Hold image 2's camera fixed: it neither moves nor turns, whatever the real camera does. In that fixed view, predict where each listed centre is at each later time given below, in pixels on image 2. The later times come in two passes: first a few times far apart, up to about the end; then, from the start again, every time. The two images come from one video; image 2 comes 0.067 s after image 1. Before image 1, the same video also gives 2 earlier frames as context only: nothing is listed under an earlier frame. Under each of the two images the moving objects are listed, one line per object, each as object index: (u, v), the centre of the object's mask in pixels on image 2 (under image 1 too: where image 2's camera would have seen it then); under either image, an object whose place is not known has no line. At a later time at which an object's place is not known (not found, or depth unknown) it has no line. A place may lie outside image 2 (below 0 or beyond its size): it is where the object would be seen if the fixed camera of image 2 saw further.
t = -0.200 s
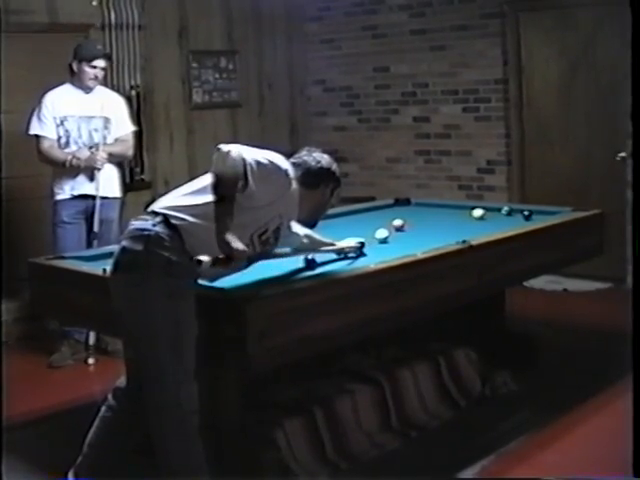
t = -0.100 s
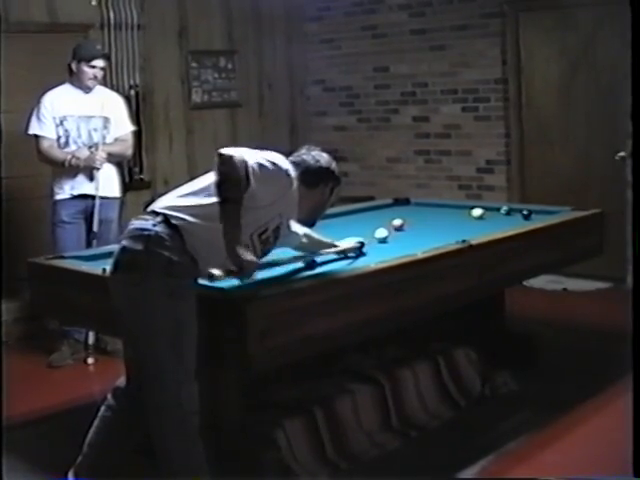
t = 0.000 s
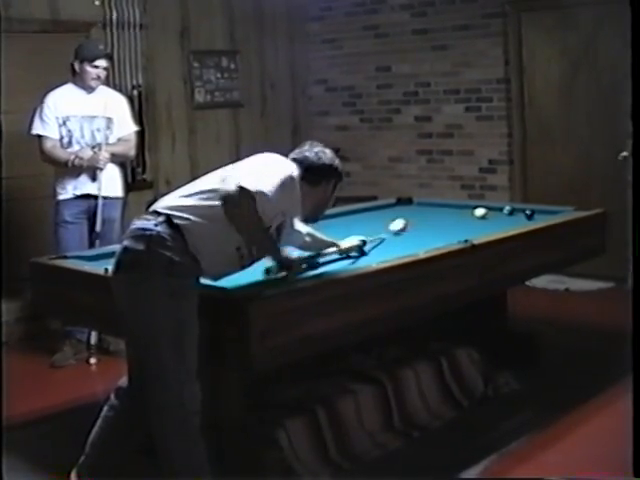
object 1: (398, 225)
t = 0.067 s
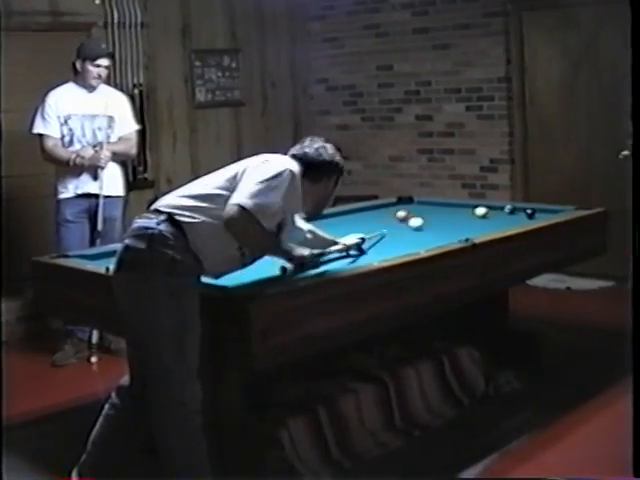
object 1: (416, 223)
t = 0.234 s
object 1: (455, 222)
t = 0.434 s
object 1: (490, 221)
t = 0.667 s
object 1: (512, 220)
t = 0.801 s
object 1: (510, 218)
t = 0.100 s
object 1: (425, 223)
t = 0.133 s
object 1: (433, 223)
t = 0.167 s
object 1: (441, 223)
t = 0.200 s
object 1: (449, 222)
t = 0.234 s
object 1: (455, 222)
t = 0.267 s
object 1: (462, 221)
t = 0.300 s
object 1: (469, 221)
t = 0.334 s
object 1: (474, 222)
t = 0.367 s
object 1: (479, 222)
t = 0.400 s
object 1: (486, 222)
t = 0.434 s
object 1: (490, 221)
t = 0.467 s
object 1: (495, 221)
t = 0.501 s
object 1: (501, 221)
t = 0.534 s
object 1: (507, 221)
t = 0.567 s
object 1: (511, 221)
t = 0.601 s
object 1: (514, 221)
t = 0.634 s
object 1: (513, 220)
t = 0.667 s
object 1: (512, 220)
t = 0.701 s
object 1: (511, 219)
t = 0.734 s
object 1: (511, 219)
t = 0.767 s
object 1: (510, 219)
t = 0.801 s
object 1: (510, 218)
